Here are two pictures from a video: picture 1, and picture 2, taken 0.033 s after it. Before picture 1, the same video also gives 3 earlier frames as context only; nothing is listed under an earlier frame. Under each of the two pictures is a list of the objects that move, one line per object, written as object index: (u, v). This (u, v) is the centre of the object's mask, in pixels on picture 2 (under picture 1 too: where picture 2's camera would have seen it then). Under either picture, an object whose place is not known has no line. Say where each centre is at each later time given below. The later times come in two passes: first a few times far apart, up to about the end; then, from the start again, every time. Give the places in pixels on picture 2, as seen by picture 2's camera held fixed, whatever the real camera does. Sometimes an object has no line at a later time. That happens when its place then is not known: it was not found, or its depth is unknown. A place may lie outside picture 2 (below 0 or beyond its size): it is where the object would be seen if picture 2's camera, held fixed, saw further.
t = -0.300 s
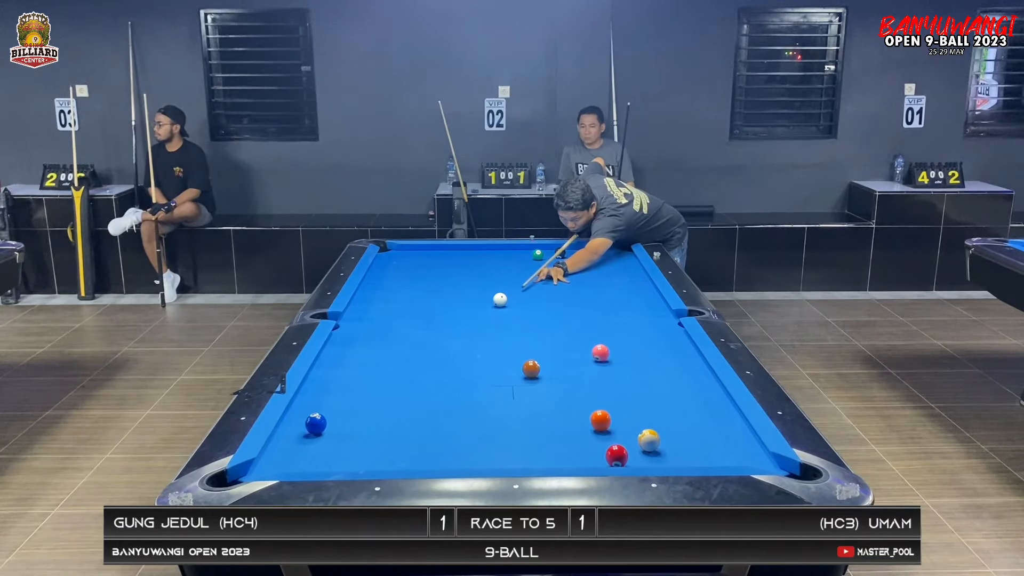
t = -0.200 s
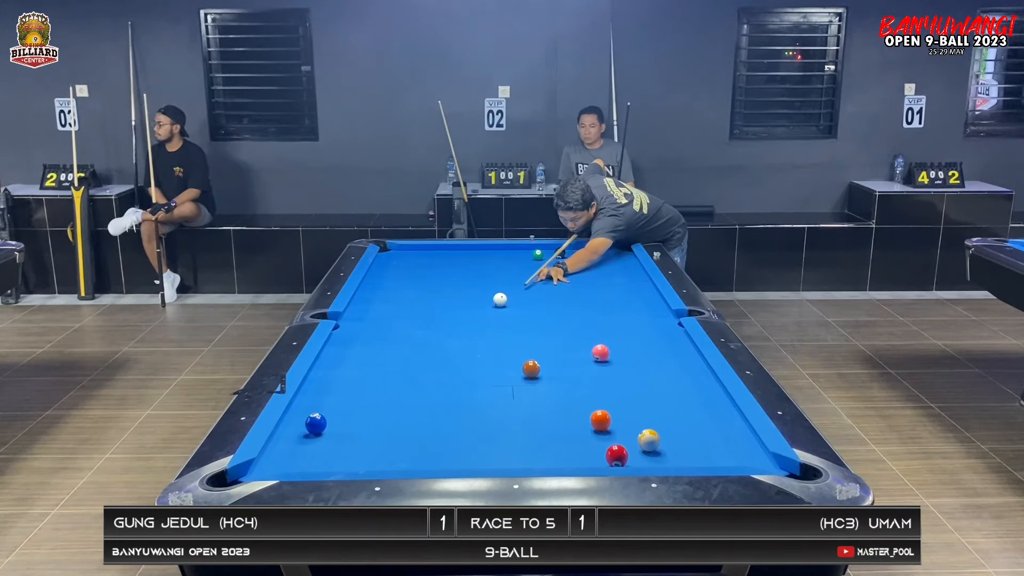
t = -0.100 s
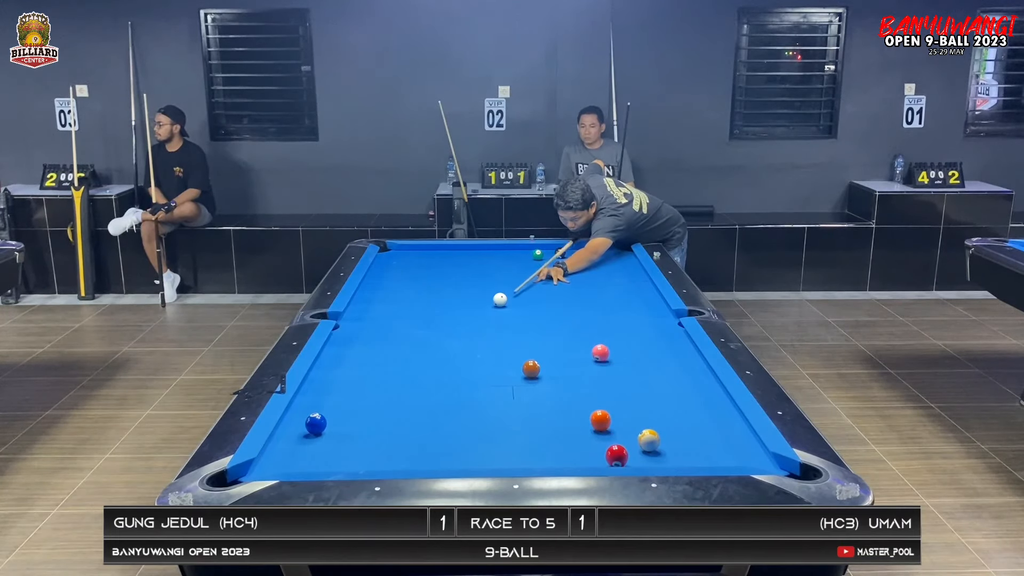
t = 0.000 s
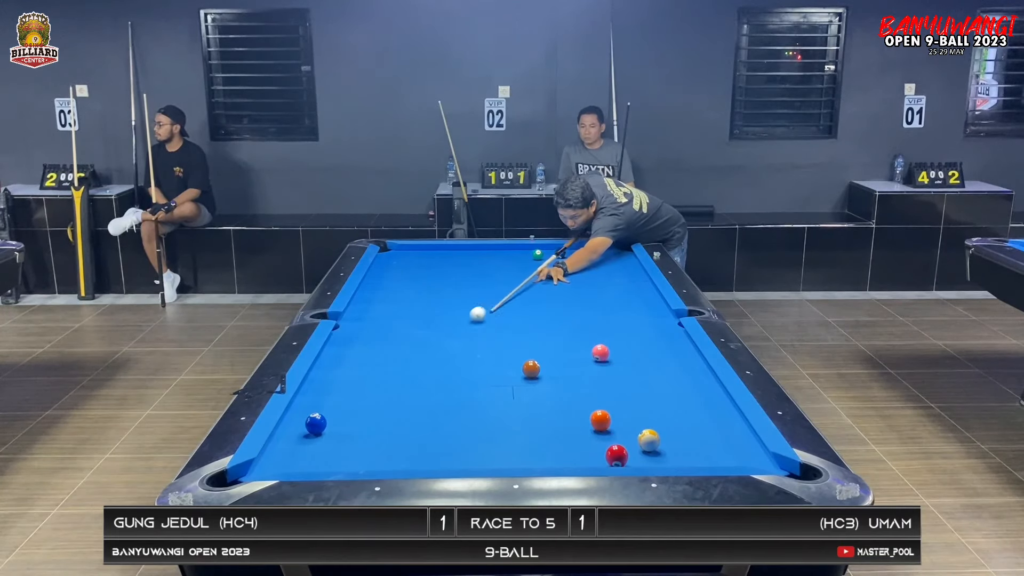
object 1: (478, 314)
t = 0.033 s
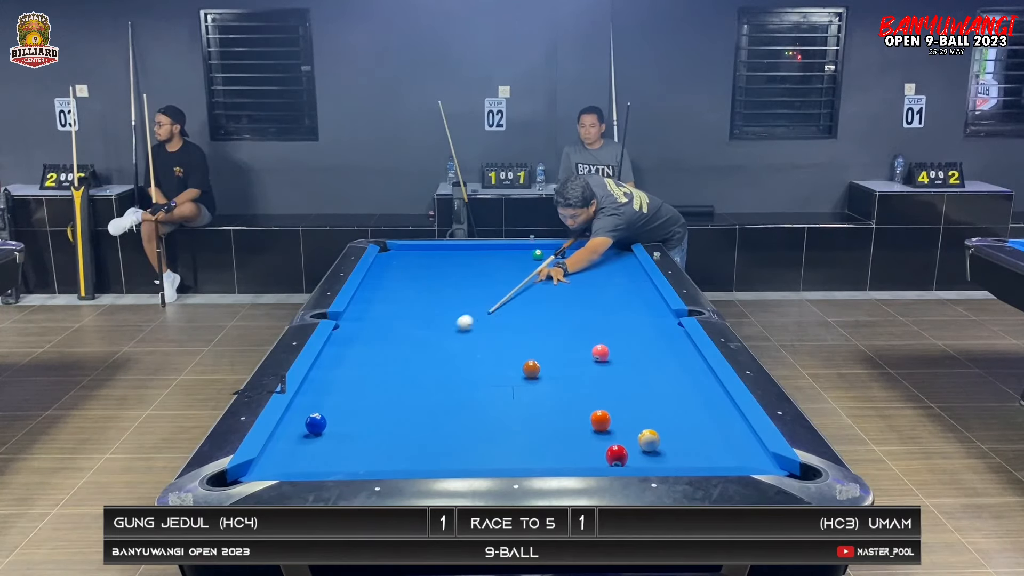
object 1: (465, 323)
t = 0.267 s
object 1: (359, 393)
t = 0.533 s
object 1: (306, 415)
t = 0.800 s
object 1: (300, 412)
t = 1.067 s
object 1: (313, 409)
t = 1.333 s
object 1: (324, 406)
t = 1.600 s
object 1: (333, 404)
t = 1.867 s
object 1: (340, 402)
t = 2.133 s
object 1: (345, 401)
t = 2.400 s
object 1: (348, 400)
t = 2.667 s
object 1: (349, 399)
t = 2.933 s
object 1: (350, 399)
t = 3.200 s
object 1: (350, 399)
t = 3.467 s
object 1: (350, 399)
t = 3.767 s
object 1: (350, 399)
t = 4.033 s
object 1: (350, 399)
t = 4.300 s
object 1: (350, 399)
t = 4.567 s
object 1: (350, 399)
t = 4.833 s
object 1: (350, 399)
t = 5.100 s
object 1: (350, 399)
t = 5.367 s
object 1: (350, 399)
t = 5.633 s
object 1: (350, 399)
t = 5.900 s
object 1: (350, 399)
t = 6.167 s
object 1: (350, 399)
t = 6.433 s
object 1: (350, 399)
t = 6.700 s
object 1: (350, 399)
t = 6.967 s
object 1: (350, 399)
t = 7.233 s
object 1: (350, 399)
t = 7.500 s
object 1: (349, 399)
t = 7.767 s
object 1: (350, 399)
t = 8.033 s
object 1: (350, 399)
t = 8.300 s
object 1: (349, 399)
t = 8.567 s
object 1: (349, 399)
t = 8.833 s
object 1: (349, 399)
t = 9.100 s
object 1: (349, 400)
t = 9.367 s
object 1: (349, 400)
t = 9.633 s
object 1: (350, 400)
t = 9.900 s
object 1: (350, 399)
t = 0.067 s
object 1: (451, 332)
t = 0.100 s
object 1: (437, 341)
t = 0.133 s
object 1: (423, 351)
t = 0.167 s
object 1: (408, 361)
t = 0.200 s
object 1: (392, 371)
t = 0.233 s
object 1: (376, 382)
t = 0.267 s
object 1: (359, 393)
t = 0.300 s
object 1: (342, 405)
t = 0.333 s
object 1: (327, 413)
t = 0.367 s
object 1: (321, 415)
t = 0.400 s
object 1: (318, 415)
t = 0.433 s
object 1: (315, 415)
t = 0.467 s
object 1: (312, 415)
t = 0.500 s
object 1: (309, 415)
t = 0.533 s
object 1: (306, 415)
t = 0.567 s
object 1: (302, 414)
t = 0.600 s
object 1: (300, 414)
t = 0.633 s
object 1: (297, 414)
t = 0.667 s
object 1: (294, 414)
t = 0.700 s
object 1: (295, 414)
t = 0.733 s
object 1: (296, 413)
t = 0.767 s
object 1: (298, 413)
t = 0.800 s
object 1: (300, 412)
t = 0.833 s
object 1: (302, 412)
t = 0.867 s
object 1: (304, 411)
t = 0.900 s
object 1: (305, 411)
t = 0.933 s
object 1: (307, 411)
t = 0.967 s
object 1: (309, 410)
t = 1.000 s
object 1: (310, 410)
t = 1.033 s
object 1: (312, 409)
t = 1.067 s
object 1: (313, 409)
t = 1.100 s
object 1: (315, 408)
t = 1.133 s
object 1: (316, 408)
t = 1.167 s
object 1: (318, 408)
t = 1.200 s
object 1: (319, 407)
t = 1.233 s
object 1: (320, 407)
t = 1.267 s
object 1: (321, 407)
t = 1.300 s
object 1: (323, 407)
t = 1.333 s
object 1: (324, 406)
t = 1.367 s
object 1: (325, 406)
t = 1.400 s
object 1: (326, 406)
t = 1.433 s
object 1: (328, 405)
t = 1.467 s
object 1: (329, 405)
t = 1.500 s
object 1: (330, 405)
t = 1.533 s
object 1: (331, 404)
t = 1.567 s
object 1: (332, 404)
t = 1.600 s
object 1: (333, 404)
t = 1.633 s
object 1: (334, 404)
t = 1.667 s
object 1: (335, 403)
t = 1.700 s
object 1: (336, 403)
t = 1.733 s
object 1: (337, 403)
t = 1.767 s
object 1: (338, 403)
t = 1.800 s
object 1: (339, 403)
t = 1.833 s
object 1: (340, 403)
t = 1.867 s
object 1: (340, 402)
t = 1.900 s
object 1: (341, 402)
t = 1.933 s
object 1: (342, 402)
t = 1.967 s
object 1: (342, 402)
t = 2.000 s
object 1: (343, 402)
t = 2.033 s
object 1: (344, 401)
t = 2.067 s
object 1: (344, 401)
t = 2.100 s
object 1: (345, 401)
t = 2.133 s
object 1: (345, 401)
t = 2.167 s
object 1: (346, 401)
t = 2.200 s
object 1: (346, 401)
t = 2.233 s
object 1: (347, 401)
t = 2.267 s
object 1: (347, 400)
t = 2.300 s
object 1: (347, 400)
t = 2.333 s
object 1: (347, 400)
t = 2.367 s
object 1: (348, 400)
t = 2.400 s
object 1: (348, 400)
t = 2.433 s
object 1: (348, 400)
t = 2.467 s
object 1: (348, 400)
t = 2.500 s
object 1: (349, 400)
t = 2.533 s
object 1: (349, 400)
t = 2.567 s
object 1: (349, 400)
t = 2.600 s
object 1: (349, 399)
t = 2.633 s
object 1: (349, 399)
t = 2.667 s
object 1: (349, 399)
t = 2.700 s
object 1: (350, 399)
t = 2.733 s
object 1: (350, 399)
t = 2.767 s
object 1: (350, 399)
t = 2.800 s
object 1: (350, 399)
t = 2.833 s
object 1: (350, 399)
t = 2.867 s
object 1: (350, 399)
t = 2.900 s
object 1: (350, 399)
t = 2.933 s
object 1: (350, 399)
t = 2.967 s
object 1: (350, 399)
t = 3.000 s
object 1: (350, 399)
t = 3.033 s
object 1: (350, 399)
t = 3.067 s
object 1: (350, 399)
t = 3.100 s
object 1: (350, 399)
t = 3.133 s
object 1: (350, 399)
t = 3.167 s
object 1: (350, 399)
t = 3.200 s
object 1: (350, 399)
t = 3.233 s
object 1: (350, 399)
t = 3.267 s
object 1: (350, 399)
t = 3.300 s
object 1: (350, 399)
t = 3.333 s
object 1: (350, 399)
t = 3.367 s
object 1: (350, 399)
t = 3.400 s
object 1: (350, 399)
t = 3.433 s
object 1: (350, 399)
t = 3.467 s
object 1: (350, 399)
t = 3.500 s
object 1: (350, 399)
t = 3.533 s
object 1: (350, 399)
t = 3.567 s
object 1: (350, 399)
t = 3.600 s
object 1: (350, 399)
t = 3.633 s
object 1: (350, 399)
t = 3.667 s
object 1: (350, 399)
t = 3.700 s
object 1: (350, 399)
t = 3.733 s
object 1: (350, 399)
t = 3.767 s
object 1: (350, 399)
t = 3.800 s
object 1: (350, 399)
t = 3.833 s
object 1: (350, 399)
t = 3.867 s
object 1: (350, 399)
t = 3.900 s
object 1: (350, 399)
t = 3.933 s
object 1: (350, 399)
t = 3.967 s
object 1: (350, 399)
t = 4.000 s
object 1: (350, 399)
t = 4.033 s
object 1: (350, 399)
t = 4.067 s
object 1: (350, 399)
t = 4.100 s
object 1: (350, 399)
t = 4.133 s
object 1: (350, 399)
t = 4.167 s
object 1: (350, 399)
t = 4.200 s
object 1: (350, 399)
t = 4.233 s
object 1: (350, 399)
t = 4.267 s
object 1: (350, 399)
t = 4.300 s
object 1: (350, 399)
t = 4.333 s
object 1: (350, 399)
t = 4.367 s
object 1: (350, 399)
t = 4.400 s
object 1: (350, 399)
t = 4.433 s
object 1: (350, 399)
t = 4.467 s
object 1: (350, 399)
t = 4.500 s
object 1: (350, 399)
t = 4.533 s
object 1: (350, 399)
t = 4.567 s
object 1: (350, 399)
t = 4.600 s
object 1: (350, 399)
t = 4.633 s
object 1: (350, 399)
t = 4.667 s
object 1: (350, 399)
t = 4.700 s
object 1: (350, 399)
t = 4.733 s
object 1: (350, 399)
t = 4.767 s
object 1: (350, 399)
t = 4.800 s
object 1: (350, 399)
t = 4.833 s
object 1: (350, 399)
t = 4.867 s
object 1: (350, 399)
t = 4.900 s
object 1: (350, 399)
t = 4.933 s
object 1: (350, 399)
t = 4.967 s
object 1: (350, 399)
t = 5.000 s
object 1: (350, 399)
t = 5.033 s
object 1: (350, 399)
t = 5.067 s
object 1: (350, 399)
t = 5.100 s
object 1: (350, 399)
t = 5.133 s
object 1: (350, 399)
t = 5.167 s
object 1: (350, 399)
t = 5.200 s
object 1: (350, 399)
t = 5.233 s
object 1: (350, 399)
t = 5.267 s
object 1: (350, 399)
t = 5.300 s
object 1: (350, 399)
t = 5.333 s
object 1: (350, 399)
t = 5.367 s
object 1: (350, 399)
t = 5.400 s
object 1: (350, 399)
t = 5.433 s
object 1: (350, 399)
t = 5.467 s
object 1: (350, 399)
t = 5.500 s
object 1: (350, 399)
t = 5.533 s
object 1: (350, 399)
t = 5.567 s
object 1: (350, 399)
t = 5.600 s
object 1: (350, 399)
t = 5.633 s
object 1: (350, 399)
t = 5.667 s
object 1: (350, 399)
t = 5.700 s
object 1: (350, 399)
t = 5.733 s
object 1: (350, 399)
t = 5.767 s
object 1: (350, 399)
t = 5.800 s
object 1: (350, 399)
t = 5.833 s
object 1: (350, 399)
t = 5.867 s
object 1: (350, 399)
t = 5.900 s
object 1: (350, 399)
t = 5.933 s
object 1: (350, 399)
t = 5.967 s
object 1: (350, 399)
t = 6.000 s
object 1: (350, 399)
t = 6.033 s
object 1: (350, 399)
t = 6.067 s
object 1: (350, 399)
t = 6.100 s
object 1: (350, 399)
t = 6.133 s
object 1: (350, 399)
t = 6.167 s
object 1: (350, 399)
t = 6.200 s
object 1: (350, 399)
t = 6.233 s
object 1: (350, 399)
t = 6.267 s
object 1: (350, 399)
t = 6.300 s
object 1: (350, 399)
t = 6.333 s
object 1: (350, 399)
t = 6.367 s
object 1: (350, 399)
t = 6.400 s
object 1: (350, 399)
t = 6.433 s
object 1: (350, 399)
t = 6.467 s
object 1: (350, 399)
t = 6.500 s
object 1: (350, 399)
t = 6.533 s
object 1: (350, 399)
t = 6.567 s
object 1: (350, 399)
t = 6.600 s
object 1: (350, 399)
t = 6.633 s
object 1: (350, 399)
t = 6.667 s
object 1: (350, 399)
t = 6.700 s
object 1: (350, 399)
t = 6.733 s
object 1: (350, 399)
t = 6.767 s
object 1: (350, 399)
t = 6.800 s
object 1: (350, 399)
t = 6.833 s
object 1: (350, 399)
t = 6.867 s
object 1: (350, 399)
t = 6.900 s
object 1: (350, 399)
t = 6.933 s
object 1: (350, 399)
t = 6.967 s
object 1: (350, 399)
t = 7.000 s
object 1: (350, 399)
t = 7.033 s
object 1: (350, 399)
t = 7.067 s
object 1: (350, 399)
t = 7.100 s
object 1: (350, 399)
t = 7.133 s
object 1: (350, 399)
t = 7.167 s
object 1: (350, 399)
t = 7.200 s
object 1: (350, 399)
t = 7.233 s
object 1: (350, 399)
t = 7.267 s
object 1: (350, 400)
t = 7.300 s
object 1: (349, 399)
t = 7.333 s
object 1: (350, 399)
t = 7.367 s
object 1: (350, 399)
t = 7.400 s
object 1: (350, 399)
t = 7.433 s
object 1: (350, 399)
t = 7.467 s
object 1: (350, 399)
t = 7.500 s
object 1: (349, 399)
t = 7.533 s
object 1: (349, 399)
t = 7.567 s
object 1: (349, 399)
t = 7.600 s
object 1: (350, 399)
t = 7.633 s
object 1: (350, 399)
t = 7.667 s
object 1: (350, 399)
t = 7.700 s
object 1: (350, 399)
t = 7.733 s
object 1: (350, 399)
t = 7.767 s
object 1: (350, 399)
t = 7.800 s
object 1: (350, 399)
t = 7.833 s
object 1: (350, 399)
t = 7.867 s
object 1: (350, 399)
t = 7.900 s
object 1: (350, 399)
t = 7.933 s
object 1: (350, 399)
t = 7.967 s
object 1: (350, 399)
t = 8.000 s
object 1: (350, 399)
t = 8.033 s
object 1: (350, 399)
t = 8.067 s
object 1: (349, 399)
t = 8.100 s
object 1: (349, 399)
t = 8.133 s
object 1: (349, 399)
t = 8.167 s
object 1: (349, 399)
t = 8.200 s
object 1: (349, 399)
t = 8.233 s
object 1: (350, 399)
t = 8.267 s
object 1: (349, 399)
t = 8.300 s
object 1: (349, 399)
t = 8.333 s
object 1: (350, 399)
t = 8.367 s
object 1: (349, 399)
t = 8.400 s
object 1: (349, 399)
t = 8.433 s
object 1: (349, 399)
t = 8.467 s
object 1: (349, 399)
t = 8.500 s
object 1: (349, 400)
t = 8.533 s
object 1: (349, 399)
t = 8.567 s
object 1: (349, 399)
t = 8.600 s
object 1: (350, 399)
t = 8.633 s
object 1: (349, 399)
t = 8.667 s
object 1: (349, 399)
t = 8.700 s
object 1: (349, 399)
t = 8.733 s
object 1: (349, 400)
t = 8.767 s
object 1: (349, 399)
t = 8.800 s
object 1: (349, 399)
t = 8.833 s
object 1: (349, 399)
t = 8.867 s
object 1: (349, 399)
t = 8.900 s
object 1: (349, 400)
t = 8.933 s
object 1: (349, 400)
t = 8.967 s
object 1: (349, 400)
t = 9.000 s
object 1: (349, 400)
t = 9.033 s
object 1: (349, 400)
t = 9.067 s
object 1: (349, 400)
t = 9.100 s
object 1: (349, 400)
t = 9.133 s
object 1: (349, 400)
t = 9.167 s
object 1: (349, 400)
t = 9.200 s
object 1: (349, 400)
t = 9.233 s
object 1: (349, 400)
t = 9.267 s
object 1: (349, 400)
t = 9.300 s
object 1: (349, 400)
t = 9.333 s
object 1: (349, 400)
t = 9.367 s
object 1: (349, 400)
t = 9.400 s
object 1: (349, 400)
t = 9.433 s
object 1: (349, 400)
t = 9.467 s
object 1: (349, 400)
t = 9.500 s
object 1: (349, 400)
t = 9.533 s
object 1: (349, 400)
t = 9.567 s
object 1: (349, 400)
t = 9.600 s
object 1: (350, 400)
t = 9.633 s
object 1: (350, 400)
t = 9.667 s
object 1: (350, 400)
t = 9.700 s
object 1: (350, 400)
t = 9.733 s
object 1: (349, 400)
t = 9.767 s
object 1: (349, 400)
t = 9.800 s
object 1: (349, 400)
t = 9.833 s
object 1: (349, 400)
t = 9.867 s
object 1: (349, 400)
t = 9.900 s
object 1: (350, 399)
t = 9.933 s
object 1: (349, 399)
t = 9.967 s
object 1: (349, 399)
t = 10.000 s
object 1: (350, 399)
